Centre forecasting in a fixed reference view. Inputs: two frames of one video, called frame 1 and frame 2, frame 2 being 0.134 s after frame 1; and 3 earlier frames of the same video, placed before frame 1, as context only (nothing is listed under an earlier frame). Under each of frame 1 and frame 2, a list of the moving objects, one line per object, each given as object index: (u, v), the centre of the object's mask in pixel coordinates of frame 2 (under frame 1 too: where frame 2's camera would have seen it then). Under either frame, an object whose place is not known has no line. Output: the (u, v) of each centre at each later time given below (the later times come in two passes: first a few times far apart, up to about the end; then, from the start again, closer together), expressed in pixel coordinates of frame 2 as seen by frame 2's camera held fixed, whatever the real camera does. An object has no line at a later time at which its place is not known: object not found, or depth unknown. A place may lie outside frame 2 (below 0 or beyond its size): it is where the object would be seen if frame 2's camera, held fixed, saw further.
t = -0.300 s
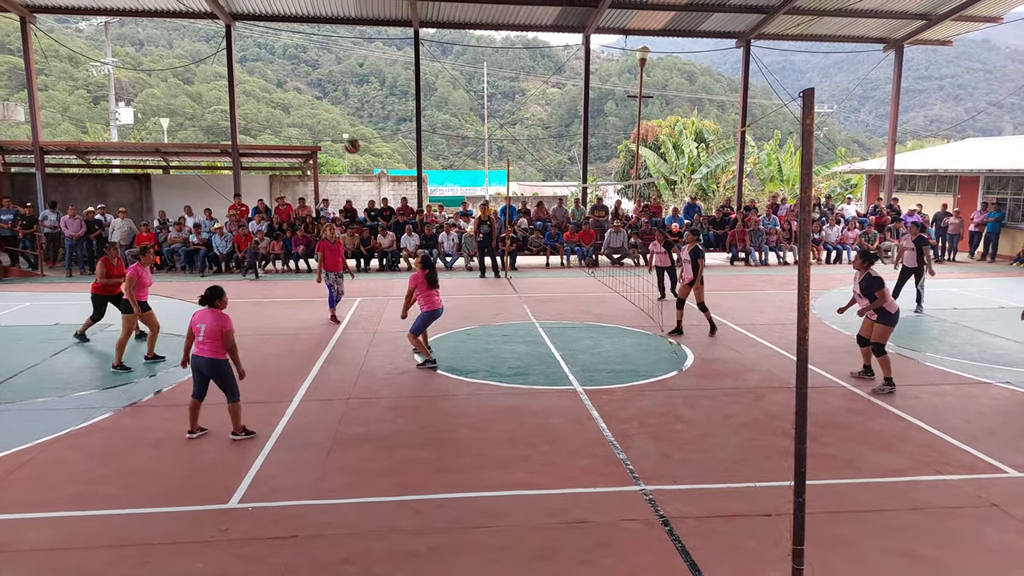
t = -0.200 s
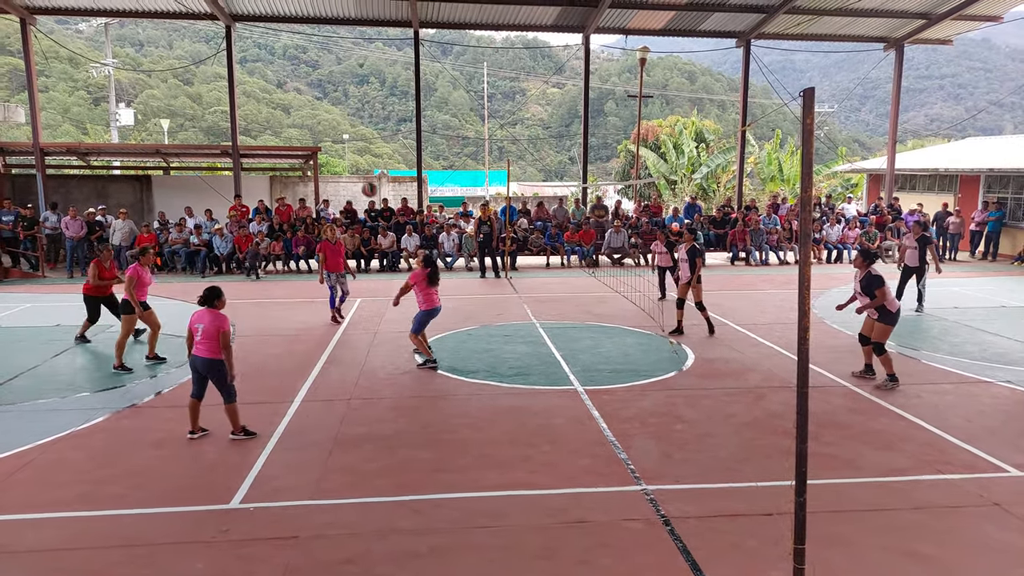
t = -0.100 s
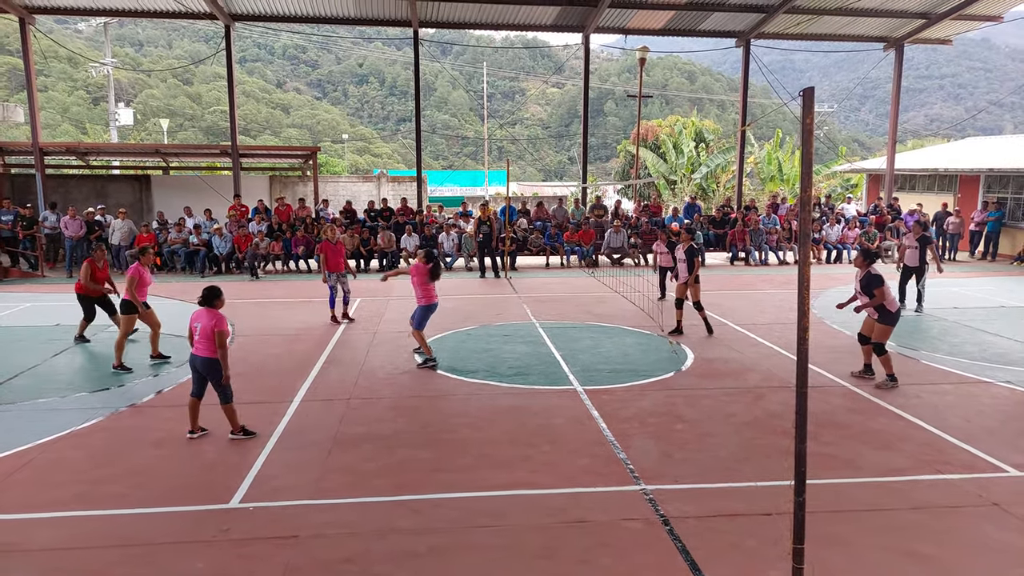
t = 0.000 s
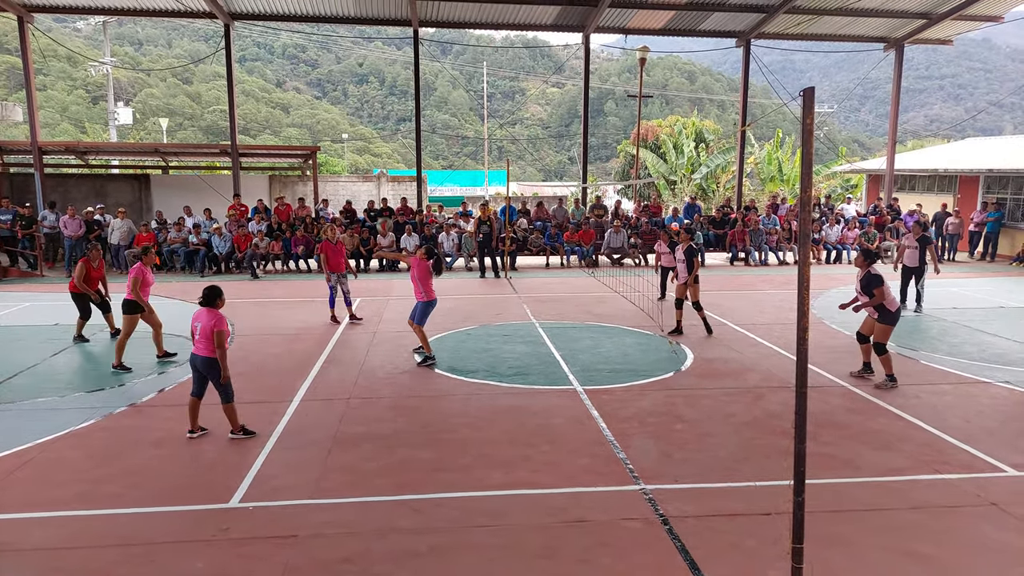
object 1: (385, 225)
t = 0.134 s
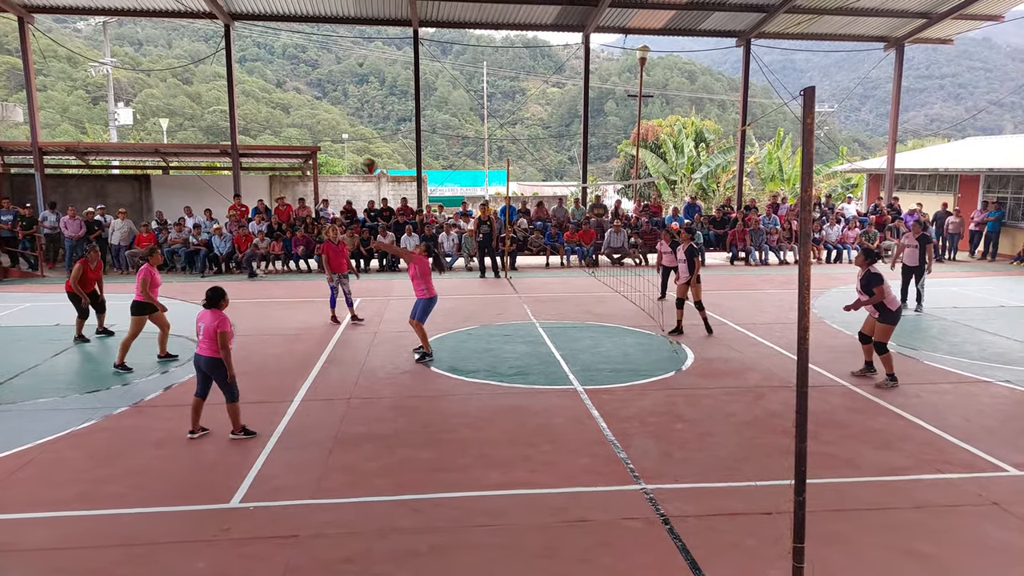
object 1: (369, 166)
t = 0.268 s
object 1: (352, 116)
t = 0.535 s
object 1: (316, 54)
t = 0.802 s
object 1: (278, 51)
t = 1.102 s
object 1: (237, 133)
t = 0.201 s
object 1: (361, 139)
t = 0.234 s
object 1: (356, 128)
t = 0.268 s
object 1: (352, 116)
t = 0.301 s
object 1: (348, 106)
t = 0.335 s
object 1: (343, 96)
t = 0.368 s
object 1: (339, 87)
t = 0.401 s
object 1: (335, 78)
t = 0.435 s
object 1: (330, 71)
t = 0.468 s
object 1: (326, 65)
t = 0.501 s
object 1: (321, 59)
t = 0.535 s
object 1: (316, 54)
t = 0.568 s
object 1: (311, 50)
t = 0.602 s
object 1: (307, 47)
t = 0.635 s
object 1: (302, 45)
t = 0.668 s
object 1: (297, 44)
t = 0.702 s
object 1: (293, 44)
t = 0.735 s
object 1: (288, 46)
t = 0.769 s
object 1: (283, 48)
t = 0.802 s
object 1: (278, 51)
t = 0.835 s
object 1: (274, 55)
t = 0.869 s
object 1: (269, 60)
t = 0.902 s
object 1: (264, 68)
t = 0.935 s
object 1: (259, 75)
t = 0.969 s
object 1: (254, 85)
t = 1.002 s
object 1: (250, 95)
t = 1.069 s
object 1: (241, 119)
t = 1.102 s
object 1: (237, 133)
